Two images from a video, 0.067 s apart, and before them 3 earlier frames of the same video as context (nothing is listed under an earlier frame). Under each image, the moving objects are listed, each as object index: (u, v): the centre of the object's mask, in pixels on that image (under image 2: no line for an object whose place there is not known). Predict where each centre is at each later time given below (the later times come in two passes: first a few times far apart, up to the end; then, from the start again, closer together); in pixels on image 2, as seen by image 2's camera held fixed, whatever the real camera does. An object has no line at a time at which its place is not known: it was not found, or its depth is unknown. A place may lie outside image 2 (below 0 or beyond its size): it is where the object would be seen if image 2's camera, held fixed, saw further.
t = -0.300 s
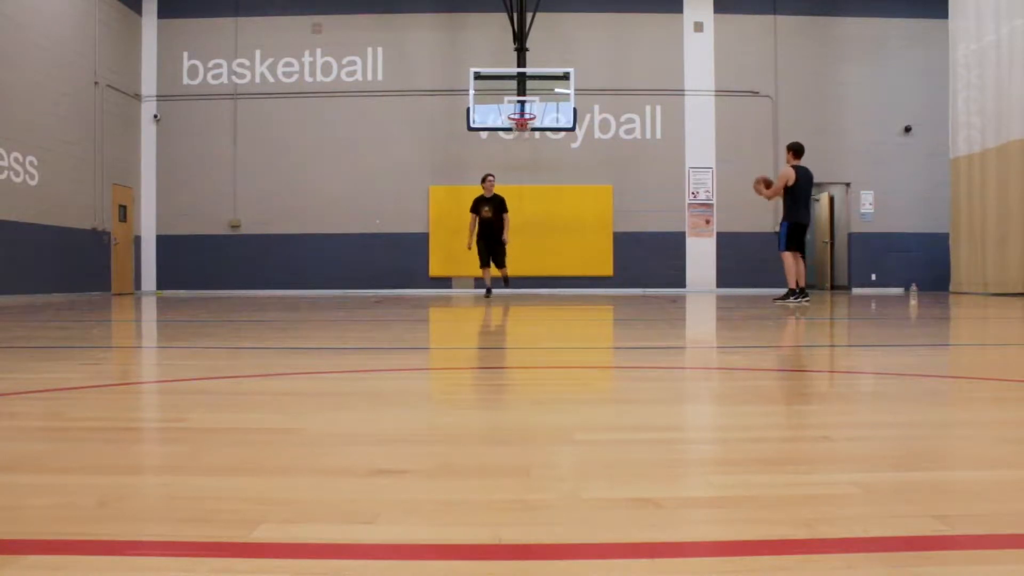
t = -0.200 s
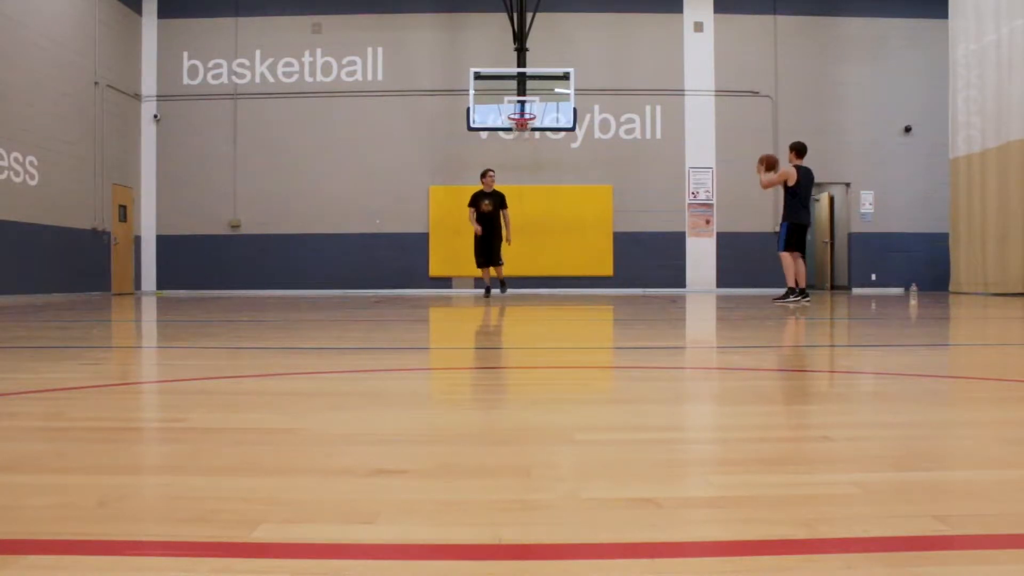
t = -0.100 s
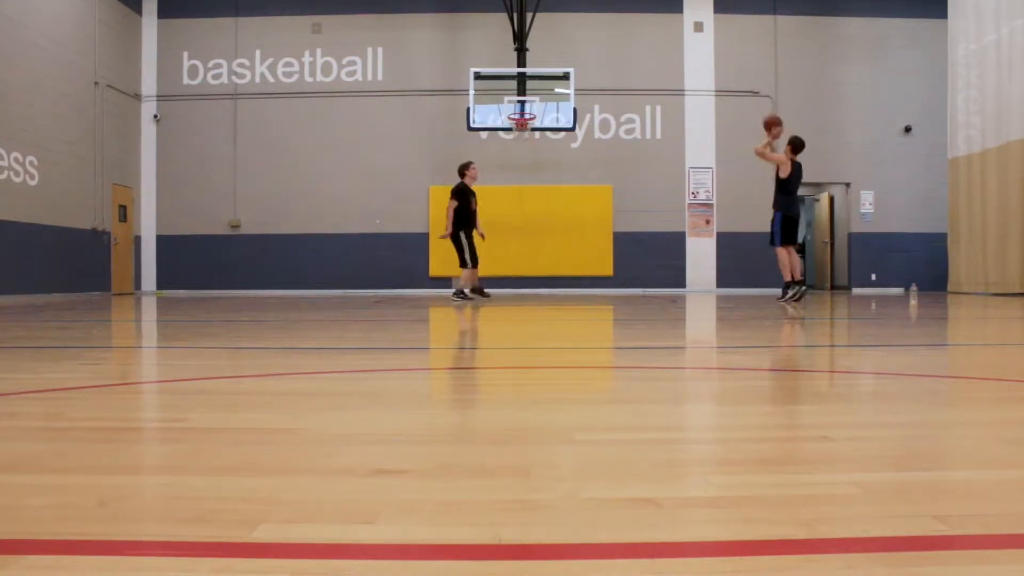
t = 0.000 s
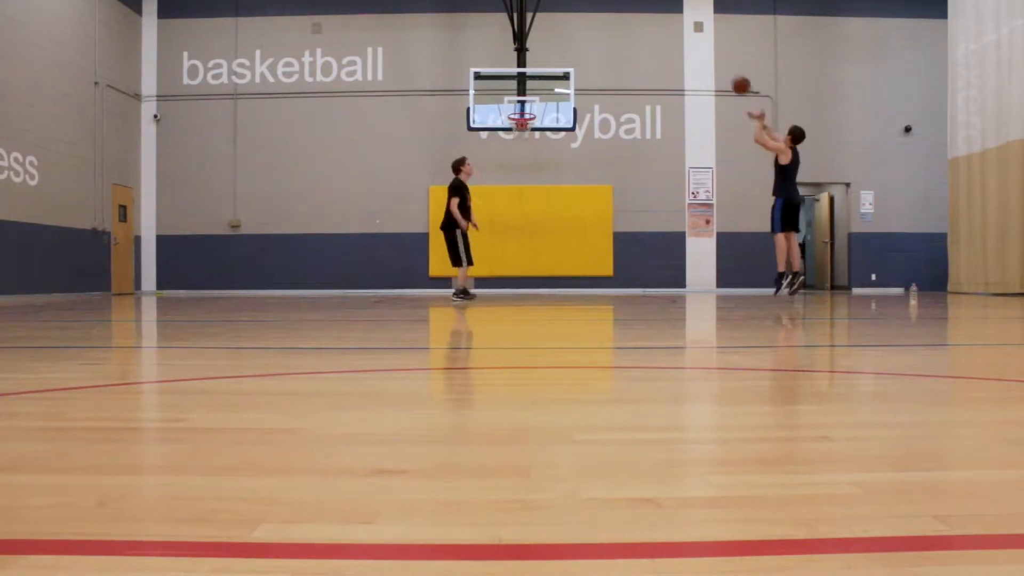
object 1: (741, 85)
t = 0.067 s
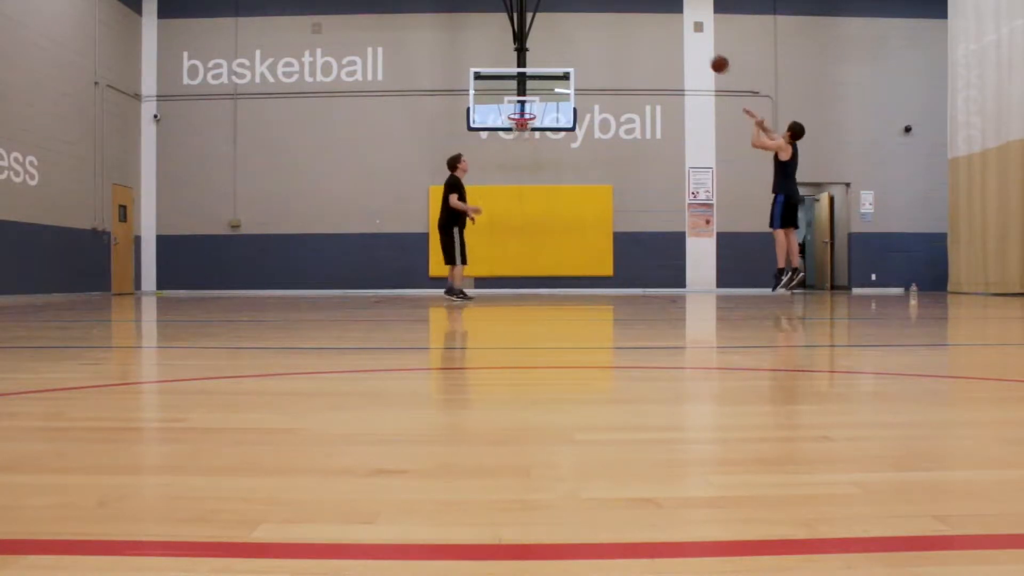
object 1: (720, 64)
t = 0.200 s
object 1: (679, 34)
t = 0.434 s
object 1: (620, 16)
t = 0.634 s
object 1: (574, 28)
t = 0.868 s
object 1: (529, 69)
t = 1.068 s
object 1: (501, 108)
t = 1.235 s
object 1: (483, 144)
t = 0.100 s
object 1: (710, 55)
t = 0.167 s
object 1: (689, 40)
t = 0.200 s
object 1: (679, 34)
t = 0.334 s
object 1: (644, 19)
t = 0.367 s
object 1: (636, 17)
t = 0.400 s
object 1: (629, 16)
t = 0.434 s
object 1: (620, 16)
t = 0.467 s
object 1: (612, 16)
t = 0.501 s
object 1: (604, 17)
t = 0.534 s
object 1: (596, 19)
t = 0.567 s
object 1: (589, 22)
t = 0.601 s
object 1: (581, 25)
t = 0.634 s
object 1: (574, 28)
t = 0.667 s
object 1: (567, 33)
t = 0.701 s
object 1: (561, 37)
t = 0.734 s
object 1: (554, 42)
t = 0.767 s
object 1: (548, 48)
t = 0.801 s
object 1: (542, 55)
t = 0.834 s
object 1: (536, 61)
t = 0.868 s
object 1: (529, 69)
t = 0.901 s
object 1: (523, 77)
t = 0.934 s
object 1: (517, 85)
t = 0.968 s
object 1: (512, 94)
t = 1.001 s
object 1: (507, 100)
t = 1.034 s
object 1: (504, 104)
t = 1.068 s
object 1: (501, 108)
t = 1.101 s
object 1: (497, 114)
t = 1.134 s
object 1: (494, 120)
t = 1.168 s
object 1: (490, 128)
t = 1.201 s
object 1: (487, 135)
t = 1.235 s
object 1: (483, 144)
